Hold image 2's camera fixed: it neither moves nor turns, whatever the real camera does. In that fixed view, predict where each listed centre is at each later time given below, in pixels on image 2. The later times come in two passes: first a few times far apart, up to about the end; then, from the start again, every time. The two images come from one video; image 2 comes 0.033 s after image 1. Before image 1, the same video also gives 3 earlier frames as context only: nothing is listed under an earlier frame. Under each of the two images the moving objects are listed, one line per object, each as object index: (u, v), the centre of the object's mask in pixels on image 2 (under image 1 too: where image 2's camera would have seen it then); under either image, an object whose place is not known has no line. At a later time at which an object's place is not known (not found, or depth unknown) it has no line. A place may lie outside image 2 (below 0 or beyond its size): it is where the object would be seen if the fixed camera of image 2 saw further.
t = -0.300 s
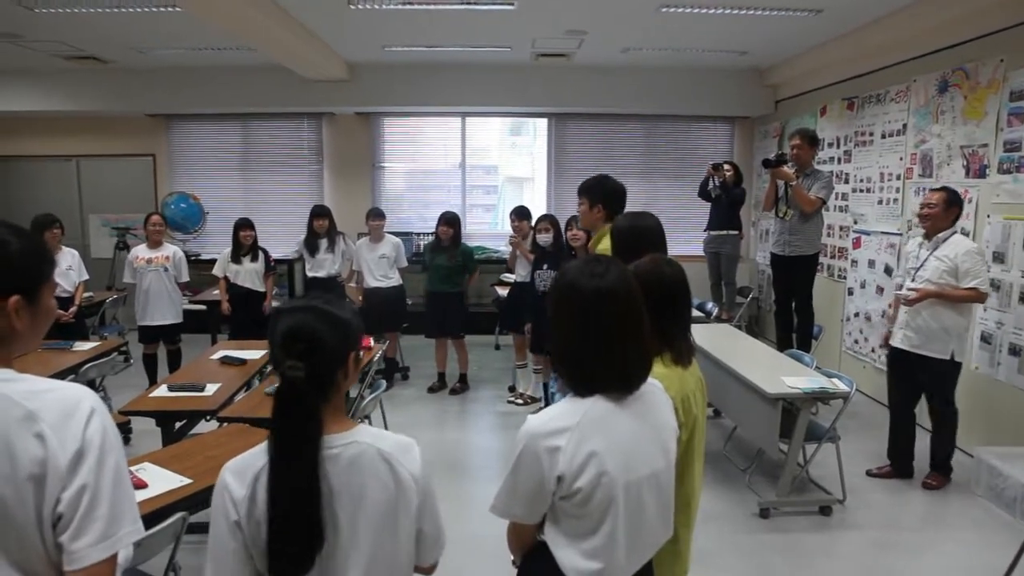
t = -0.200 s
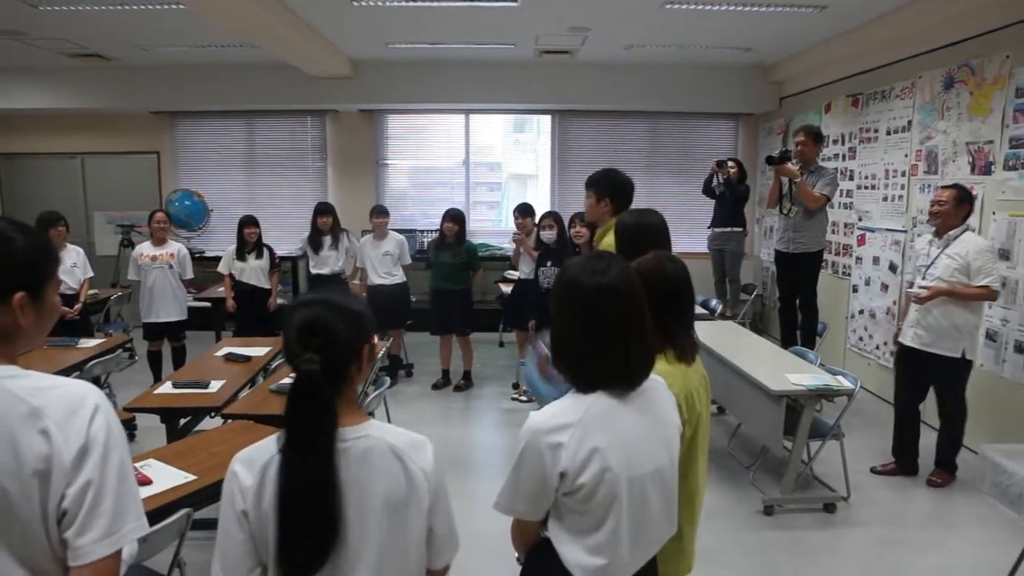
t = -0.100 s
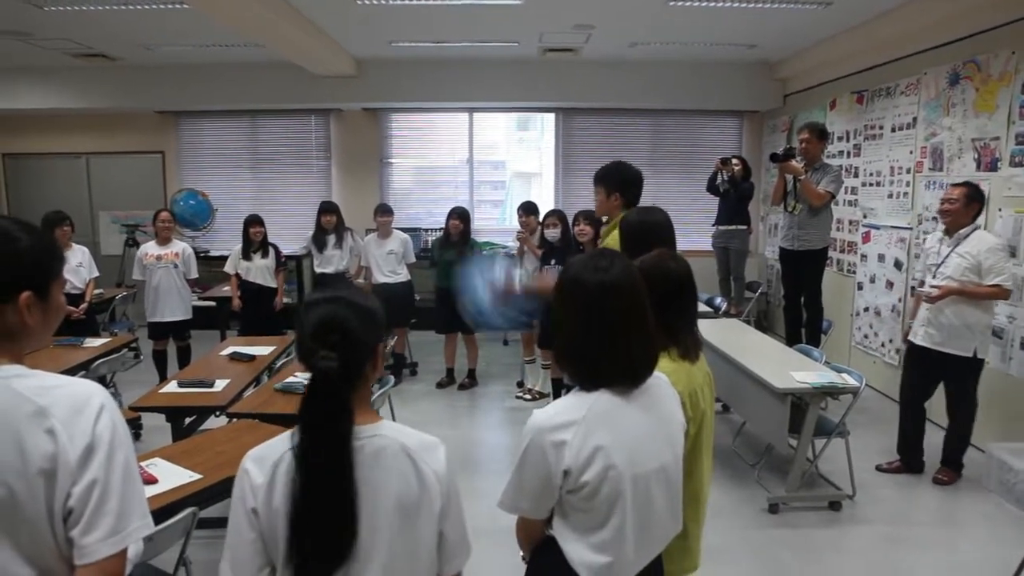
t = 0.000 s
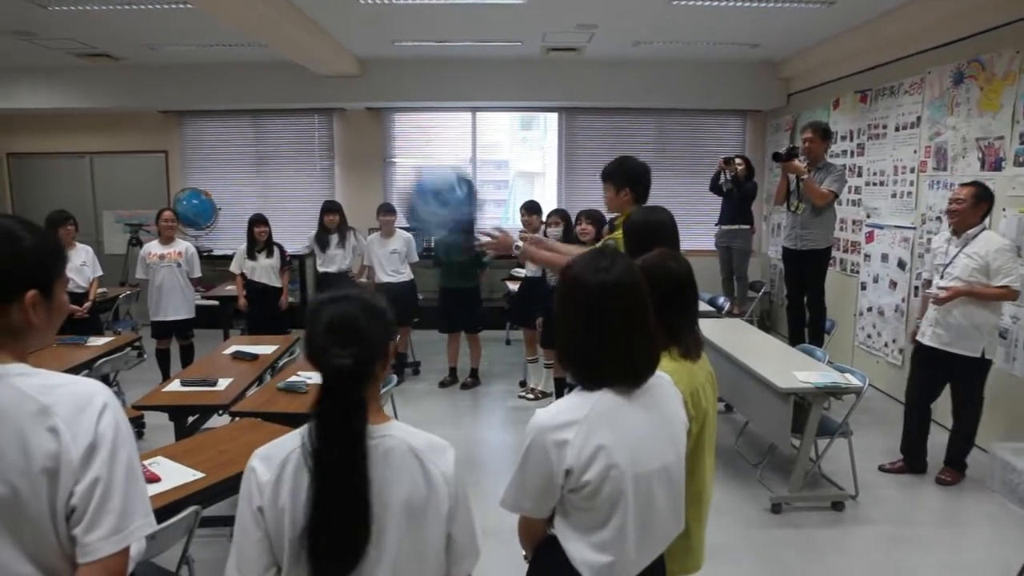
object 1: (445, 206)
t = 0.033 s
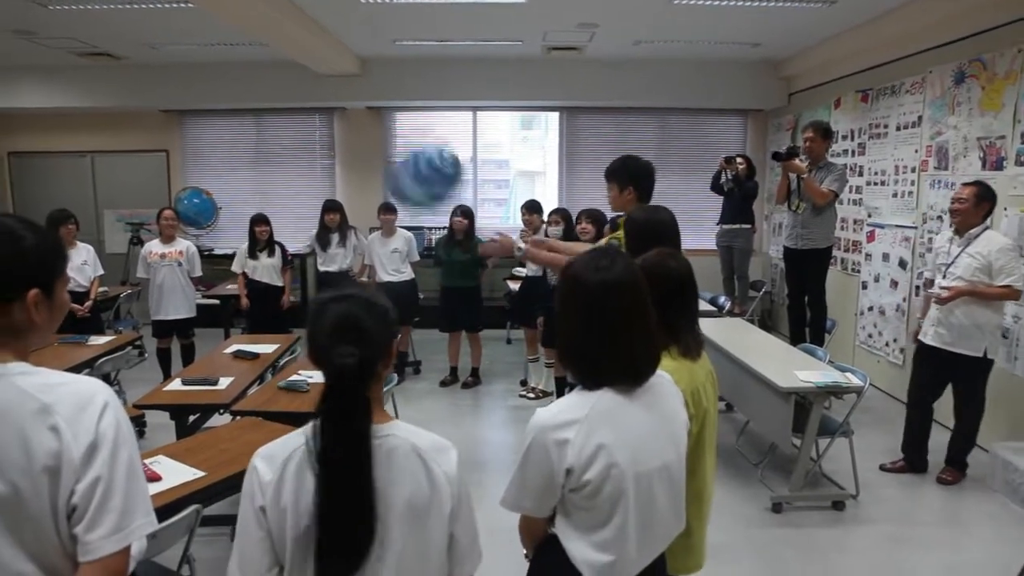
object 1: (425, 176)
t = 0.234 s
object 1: (351, 69)
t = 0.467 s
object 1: (291, 39)
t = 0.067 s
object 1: (408, 150)
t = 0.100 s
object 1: (394, 125)
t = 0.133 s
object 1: (383, 107)
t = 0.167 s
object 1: (371, 93)
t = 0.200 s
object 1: (362, 80)
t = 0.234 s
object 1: (351, 69)
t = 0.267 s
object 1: (342, 61)
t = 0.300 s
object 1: (333, 52)
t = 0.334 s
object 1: (324, 47)
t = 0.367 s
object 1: (314, 41)
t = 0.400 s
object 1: (307, 40)
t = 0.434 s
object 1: (299, 39)
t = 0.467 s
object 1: (291, 39)
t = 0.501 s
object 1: (284, 40)
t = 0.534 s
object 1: (277, 42)
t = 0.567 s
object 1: (270, 45)
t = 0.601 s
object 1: (263, 50)
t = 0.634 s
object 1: (258, 56)
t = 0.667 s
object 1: (253, 64)
